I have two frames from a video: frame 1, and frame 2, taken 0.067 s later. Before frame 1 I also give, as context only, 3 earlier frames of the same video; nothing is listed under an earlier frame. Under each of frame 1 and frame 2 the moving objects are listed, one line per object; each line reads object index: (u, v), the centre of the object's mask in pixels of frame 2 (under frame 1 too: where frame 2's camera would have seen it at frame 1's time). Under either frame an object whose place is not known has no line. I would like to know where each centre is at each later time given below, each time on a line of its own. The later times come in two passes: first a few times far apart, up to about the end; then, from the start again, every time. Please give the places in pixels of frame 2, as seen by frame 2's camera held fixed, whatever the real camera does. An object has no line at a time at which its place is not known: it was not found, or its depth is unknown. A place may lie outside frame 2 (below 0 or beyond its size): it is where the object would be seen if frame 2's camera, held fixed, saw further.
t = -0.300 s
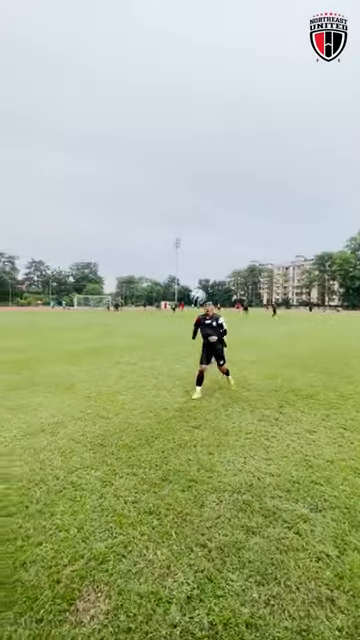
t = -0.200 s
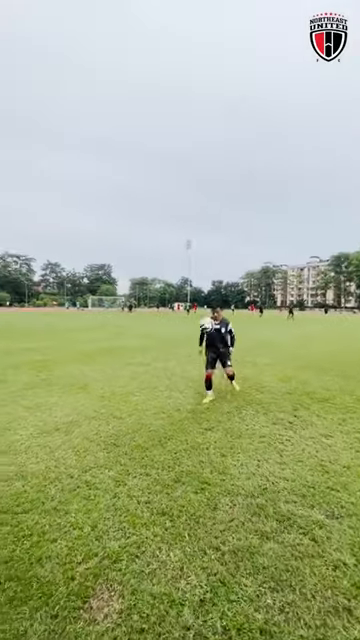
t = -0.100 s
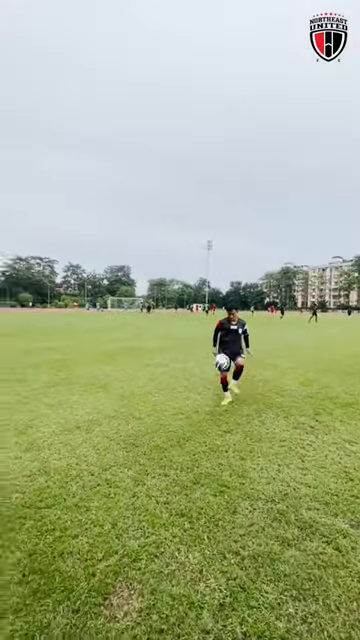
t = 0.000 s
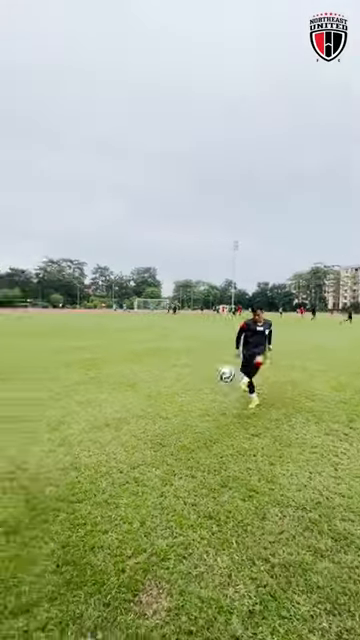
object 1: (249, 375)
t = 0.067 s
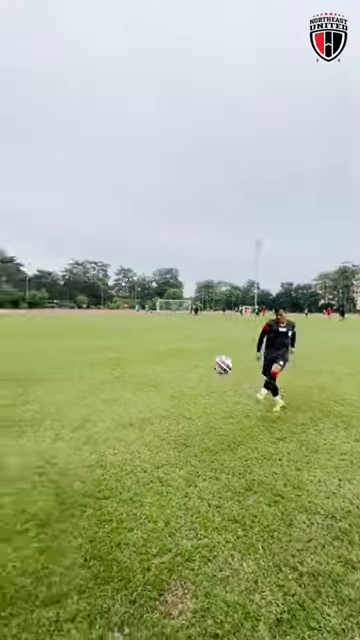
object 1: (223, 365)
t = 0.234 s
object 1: (137, 351)
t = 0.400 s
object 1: (17, 359)
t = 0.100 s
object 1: (208, 360)
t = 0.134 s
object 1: (192, 357)
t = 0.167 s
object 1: (174, 354)
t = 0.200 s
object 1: (155, 352)
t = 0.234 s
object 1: (137, 351)
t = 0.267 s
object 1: (115, 350)
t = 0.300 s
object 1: (93, 351)
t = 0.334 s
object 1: (70, 352)
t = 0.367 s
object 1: (45, 355)
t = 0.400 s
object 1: (17, 359)
